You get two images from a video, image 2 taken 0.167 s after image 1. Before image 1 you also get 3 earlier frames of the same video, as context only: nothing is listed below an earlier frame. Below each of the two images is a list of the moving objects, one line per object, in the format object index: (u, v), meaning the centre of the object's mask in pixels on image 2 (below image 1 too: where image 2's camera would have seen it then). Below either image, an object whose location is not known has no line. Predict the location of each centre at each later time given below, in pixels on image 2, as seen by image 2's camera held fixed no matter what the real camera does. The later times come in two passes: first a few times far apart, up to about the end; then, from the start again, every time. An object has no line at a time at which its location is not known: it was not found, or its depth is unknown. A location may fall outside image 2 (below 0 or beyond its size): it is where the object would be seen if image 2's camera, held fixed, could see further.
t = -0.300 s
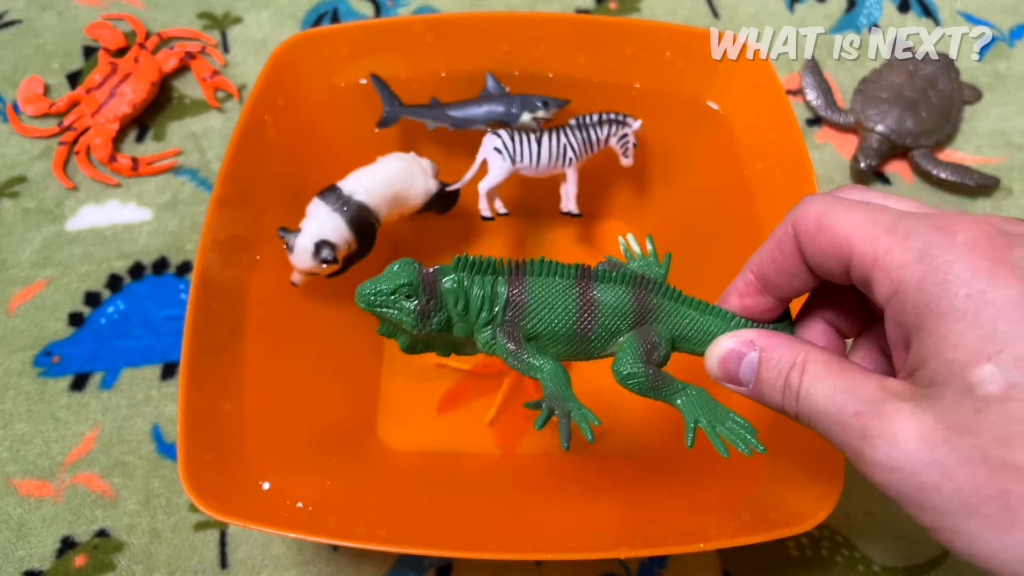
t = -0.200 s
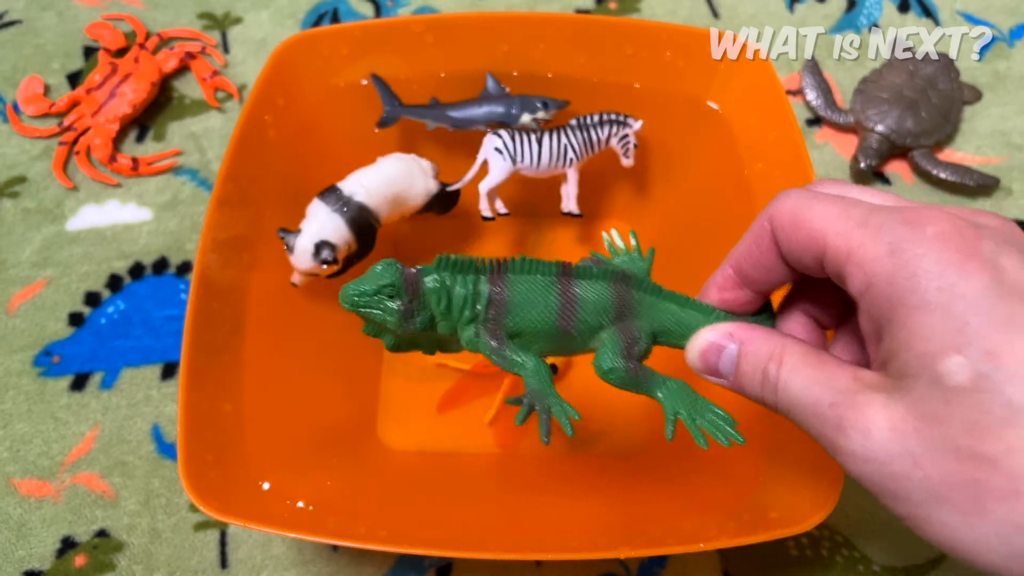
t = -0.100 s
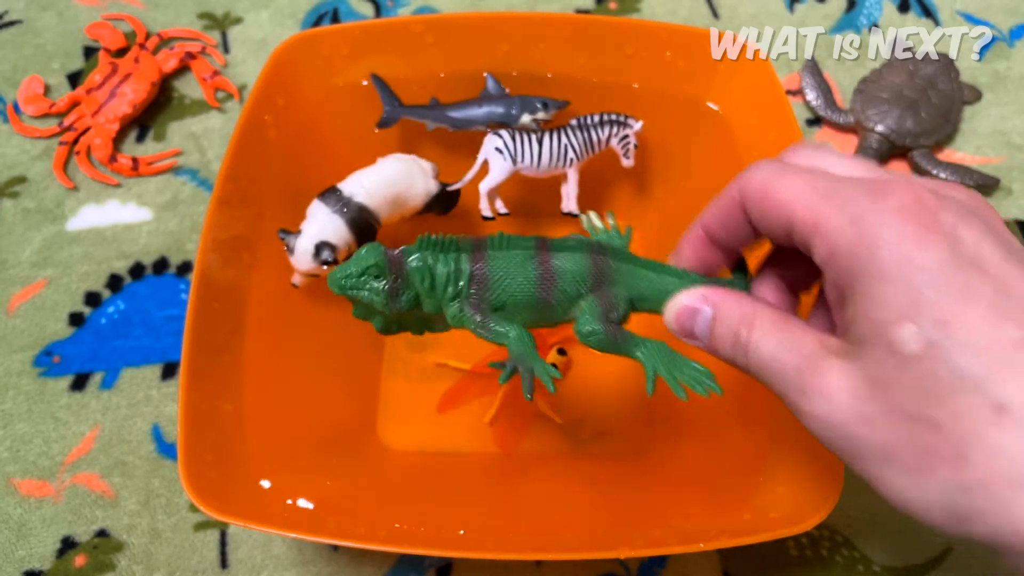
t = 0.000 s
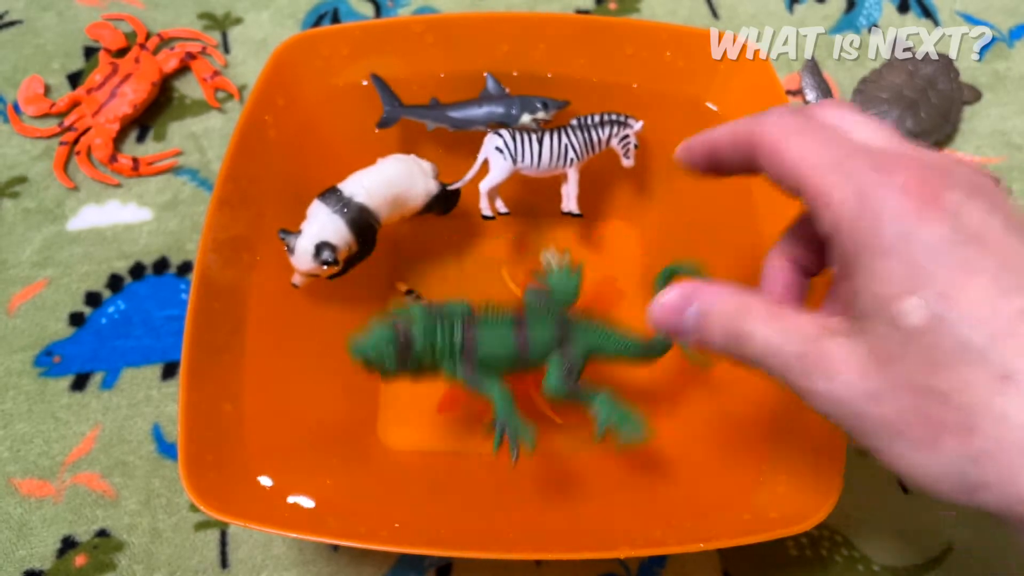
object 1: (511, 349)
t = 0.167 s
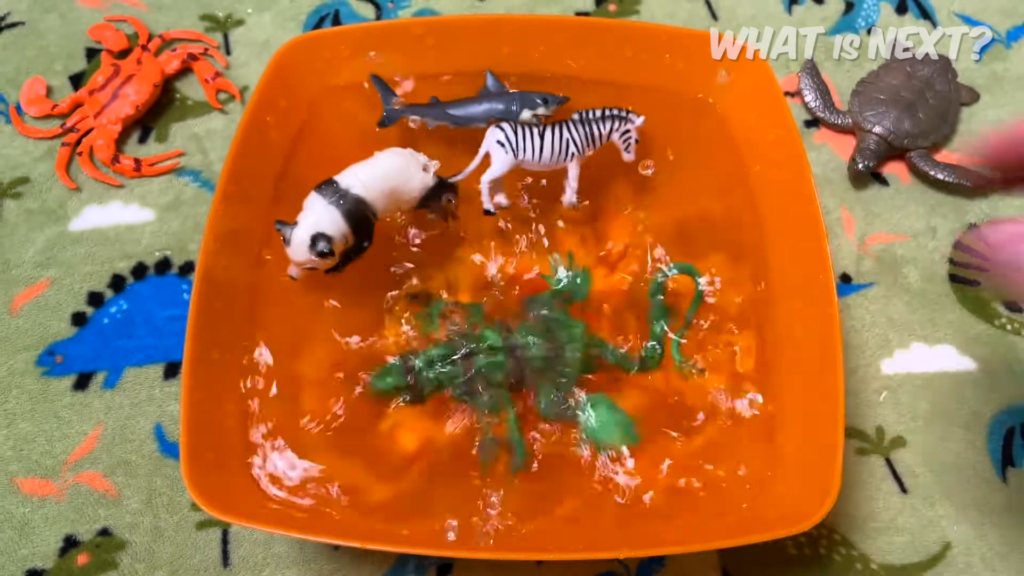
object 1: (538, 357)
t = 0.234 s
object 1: (529, 355)
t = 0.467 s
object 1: (522, 348)
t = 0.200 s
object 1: (532, 356)
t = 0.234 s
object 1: (529, 355)
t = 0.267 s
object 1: (533, 351)
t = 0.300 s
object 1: (527, 353)
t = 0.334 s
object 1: (535, 350)
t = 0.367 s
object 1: (523, 350)
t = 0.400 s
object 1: (522, 350)
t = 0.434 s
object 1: (522, 349)
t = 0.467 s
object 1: (522, 348)
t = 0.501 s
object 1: (524, 349)
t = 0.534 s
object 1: (525, 350)
